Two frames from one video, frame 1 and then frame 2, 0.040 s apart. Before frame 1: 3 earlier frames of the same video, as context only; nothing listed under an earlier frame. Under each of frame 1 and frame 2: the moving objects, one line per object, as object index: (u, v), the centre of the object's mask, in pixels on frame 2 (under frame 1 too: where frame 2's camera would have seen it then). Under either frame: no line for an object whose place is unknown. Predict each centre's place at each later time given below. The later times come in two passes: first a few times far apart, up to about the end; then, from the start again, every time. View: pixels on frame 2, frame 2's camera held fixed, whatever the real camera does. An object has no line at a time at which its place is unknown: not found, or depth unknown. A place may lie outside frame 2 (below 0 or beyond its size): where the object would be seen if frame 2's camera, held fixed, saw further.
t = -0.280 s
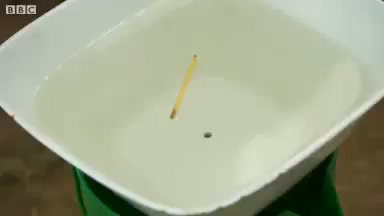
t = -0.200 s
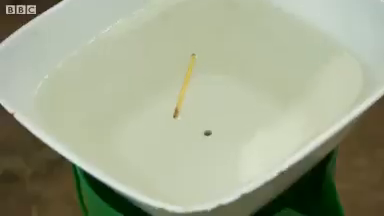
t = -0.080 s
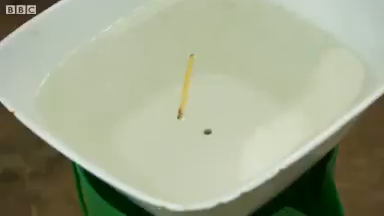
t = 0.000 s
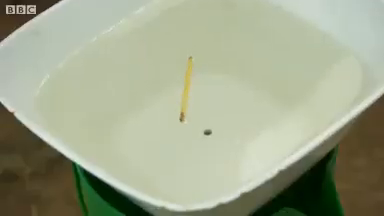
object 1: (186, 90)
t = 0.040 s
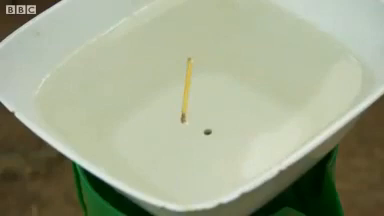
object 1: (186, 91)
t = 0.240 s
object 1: (189, 95)
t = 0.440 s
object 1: (194, 97)
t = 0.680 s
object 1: (195, 103)
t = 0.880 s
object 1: (201, 109)
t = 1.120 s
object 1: (204, 111)
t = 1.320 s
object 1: (208, 109)
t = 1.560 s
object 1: (211, 111)
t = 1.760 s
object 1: (214, 111)
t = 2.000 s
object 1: (218, 108)
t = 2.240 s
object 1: (218, 103)
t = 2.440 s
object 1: (219, 100)
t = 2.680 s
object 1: (217, 98)
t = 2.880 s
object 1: (218, 96)
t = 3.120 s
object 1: (217, 94)
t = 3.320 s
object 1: (216, 91)
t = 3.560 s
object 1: (219, 89)
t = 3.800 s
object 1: (220, 87)
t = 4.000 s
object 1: (219, 86)
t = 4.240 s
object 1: (218, 85)
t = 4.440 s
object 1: (218, 82)
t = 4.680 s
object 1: (216, 82)
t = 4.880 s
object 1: (214, 81)
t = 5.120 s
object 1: (212, 81)
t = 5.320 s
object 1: (209, 80)
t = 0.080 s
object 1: (186, 92)
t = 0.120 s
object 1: (186, 93)
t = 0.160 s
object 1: (187, 93)
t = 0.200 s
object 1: (188, 94)
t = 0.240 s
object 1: (189, 95)
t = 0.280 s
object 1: (189, 94)
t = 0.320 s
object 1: (191, 95)
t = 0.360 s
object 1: (192, 95)
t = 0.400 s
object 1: (193, 97)
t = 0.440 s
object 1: (194, 97)
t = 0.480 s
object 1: (194, 98)
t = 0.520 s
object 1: (195, 99)
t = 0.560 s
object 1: (195, 100)
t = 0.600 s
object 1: (195, 101)
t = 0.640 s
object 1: (195, 103)
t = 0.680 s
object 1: (195, 103)
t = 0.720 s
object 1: (195, 103)
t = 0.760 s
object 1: (196, 104)
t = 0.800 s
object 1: (199, 110)
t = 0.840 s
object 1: (200, 109)
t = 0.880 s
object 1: (201, 109)
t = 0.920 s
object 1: (201, 109)
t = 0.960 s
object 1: (202, 109)
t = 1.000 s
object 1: (203, 109)
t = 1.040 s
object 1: (203, 110)
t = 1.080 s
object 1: (203, 111)
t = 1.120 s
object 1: (204, 111)
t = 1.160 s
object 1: (204, 111)
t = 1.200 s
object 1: (205, 112)
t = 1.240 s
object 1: (206, 112)
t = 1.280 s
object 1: (207, 110)
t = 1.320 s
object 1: (208, 109)
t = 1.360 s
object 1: (209, 110)
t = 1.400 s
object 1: (209, 110)
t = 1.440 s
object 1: (210, 110)
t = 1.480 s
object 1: (210, 110)
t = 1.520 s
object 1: (210, 110)
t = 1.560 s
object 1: (211, 111)
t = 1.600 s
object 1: (212, 111)
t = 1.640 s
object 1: (212, 112)
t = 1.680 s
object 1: (212, 112)
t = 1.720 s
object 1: (213, 111)
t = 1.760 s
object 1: (214, 111)
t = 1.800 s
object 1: (215, 110)
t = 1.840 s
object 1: (216, 110)
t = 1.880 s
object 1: (216, 110)
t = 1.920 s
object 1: (217, 109)
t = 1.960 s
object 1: (218, 109)
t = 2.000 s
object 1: (218, 108)
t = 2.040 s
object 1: (218, 107)
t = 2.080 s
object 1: (218, 106)
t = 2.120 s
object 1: (218, 105)
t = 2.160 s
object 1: (218, 104)
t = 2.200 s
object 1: (218, 104)
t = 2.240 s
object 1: (218, 103)
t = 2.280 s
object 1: (219, 102)
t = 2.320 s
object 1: (219, 102)
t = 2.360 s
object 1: (219, 100)
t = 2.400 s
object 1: (219, 99)
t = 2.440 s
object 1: (219, 100)
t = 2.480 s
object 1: (219, 100)
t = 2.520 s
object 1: (219, 100)
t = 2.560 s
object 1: (218, 99)
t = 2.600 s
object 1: (217, 99)
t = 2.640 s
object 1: (217, 99)
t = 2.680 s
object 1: (217, 98)
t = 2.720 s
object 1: (218, 98)
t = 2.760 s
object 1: (218, 96)
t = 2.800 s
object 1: (219, 96)
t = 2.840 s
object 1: (218, 96)
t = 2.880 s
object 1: (218, 96)
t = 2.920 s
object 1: (218, 95)
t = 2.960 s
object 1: (217, 95)
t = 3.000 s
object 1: (217, 94)
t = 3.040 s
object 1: (217, 94)
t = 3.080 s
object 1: (217, 94)
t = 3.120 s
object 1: (217, 94)
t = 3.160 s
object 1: (216, 94)
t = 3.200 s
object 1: (216, 94)
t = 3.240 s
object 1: (216, 93)
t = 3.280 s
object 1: (216, 92)
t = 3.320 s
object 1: (216, 91)
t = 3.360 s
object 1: (216, 90)
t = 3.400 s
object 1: (217, 90)
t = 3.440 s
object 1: (217, 89)
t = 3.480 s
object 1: (217, 89)
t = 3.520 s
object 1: (218, 90)
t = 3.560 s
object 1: (219, 89)
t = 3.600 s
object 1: (219, 89)
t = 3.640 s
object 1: (219, 89)
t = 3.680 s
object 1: (218, 89)
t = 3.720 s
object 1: (219, 88)
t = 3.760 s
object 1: (218, 88)
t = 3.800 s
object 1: (220, 87)
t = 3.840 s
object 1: (219, 87)
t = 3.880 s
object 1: (219, 86)
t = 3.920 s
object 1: (219, 86)
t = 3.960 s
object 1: (219, 86)
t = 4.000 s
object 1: (219, 86)
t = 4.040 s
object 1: (218, 86)
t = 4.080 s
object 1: (219, 86)
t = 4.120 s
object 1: (217, 86)
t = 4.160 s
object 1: (218, 85)
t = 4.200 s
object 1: (219, 85)
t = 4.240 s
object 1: (218, 85)
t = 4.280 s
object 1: (220, 84)
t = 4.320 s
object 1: (219, 84)
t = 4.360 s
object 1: (219, 84)
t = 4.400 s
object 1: (219, 83)
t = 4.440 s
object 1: (218, 82)
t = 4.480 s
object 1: (218, 82)
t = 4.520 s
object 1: (217, 82)
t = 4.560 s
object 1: (216, 83)
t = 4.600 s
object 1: (216, 82)
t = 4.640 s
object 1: (216, 82)
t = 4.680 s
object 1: (216, 82)
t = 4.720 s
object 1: (215, 82)
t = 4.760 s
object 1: (214, 81)
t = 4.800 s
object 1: (214, 81)
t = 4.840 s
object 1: (214, 82)
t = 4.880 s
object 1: (214, 81)
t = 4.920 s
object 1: (214, 81)
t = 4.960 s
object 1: (213, 80)
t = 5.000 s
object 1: (213, 80)
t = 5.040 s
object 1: (212, 81)
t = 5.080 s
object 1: (212, 80)
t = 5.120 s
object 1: (212, 81)
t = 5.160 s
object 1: (211, 81)
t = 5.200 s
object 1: (211, 81)
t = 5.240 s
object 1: (211, 80)
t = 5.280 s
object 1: (210, 80)
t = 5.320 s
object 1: (209, 80)
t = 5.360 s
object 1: (209, 80)
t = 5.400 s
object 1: (209, 79)
